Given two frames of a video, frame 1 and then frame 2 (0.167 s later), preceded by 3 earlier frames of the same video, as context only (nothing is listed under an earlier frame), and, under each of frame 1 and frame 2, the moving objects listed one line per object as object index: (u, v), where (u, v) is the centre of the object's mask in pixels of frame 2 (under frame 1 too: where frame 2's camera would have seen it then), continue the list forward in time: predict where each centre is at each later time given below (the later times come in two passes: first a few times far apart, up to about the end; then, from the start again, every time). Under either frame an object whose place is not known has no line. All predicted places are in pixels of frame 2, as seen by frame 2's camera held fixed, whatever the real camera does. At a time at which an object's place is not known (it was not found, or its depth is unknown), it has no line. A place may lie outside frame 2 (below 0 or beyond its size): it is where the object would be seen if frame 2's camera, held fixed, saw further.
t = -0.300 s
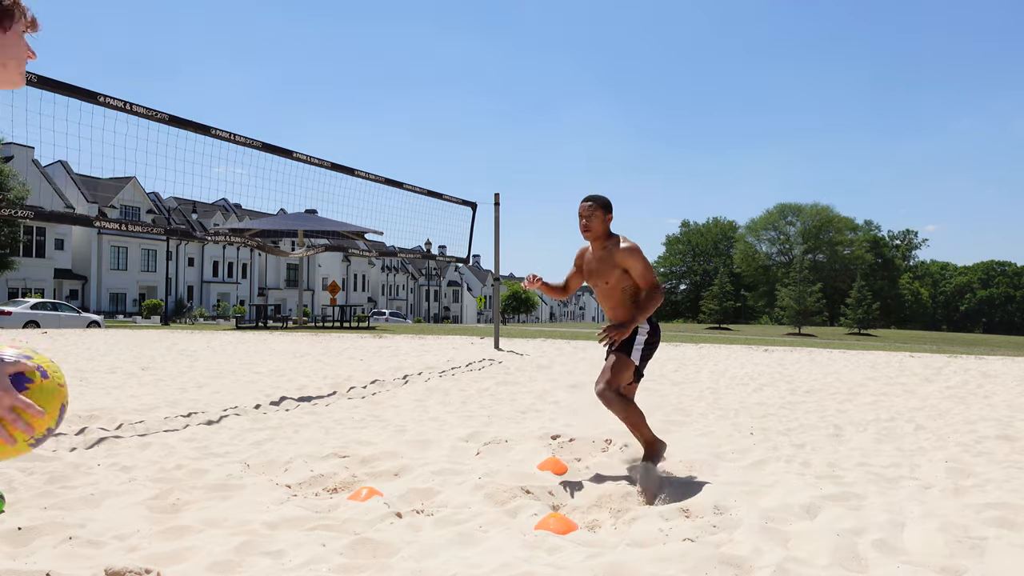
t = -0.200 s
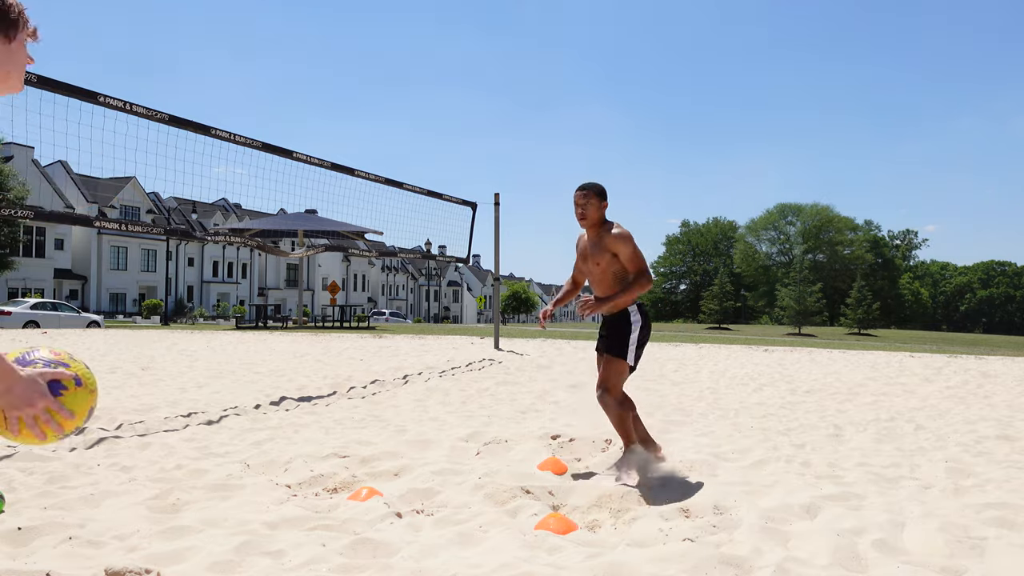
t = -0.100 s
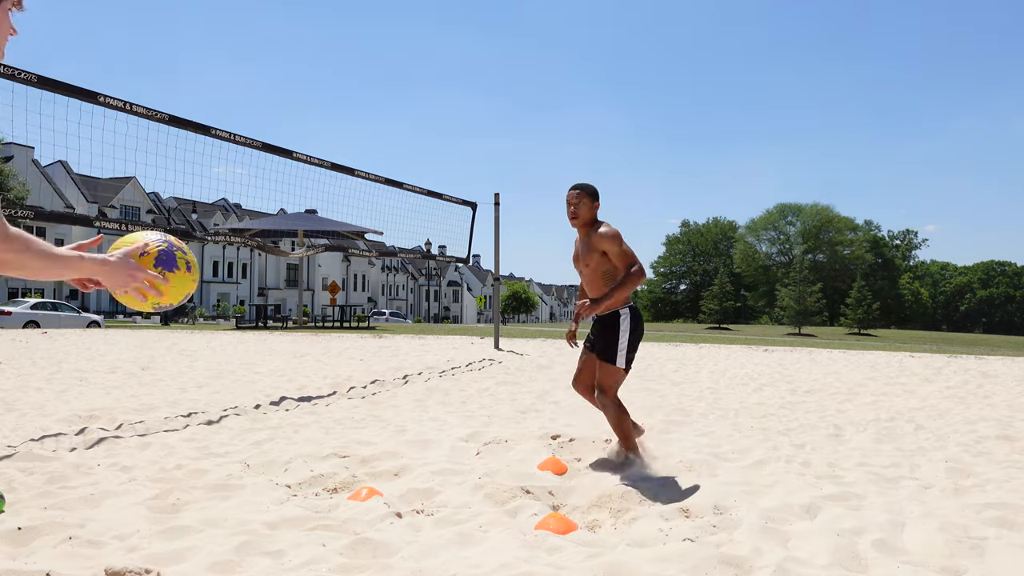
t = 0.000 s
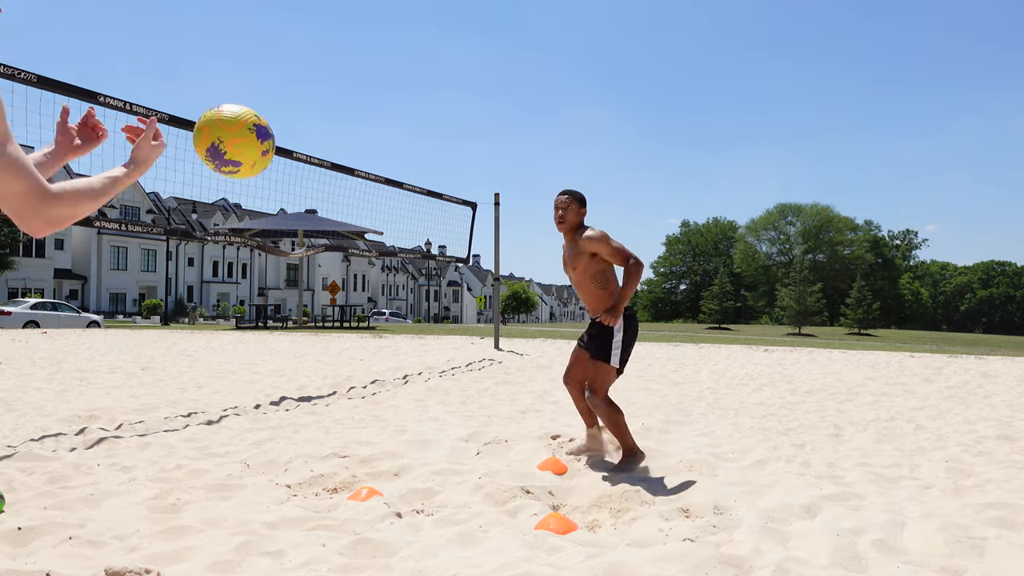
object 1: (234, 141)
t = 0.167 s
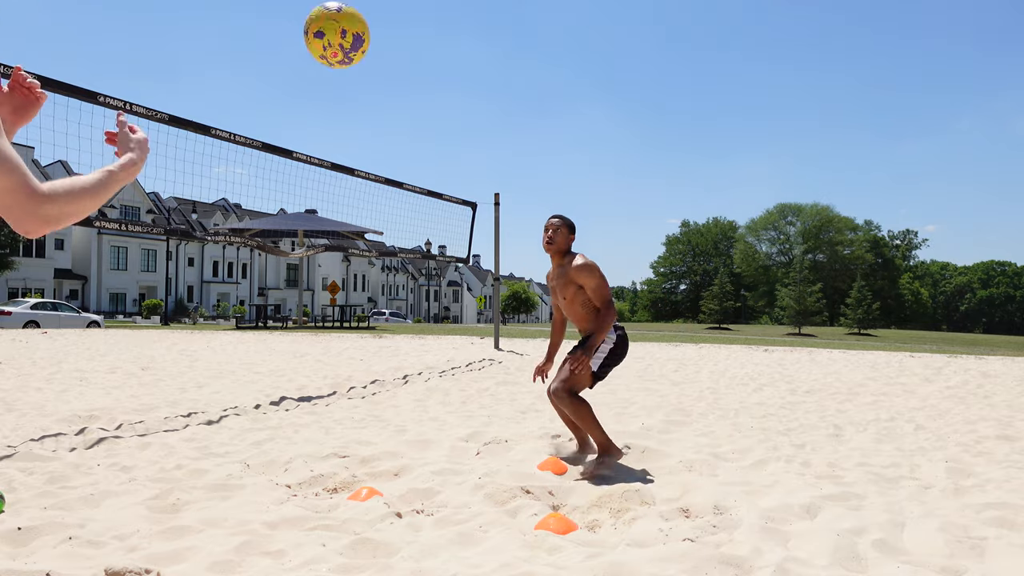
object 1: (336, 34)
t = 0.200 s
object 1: (353, 27)
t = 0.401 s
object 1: (430, 30)
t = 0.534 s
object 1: (471, 80)
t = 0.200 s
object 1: (353, 27)
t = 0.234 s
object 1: (368, 23)
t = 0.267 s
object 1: (382, 21)
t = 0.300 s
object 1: (395, 21)
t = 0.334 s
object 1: (407, 22)
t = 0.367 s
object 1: (419, 25)
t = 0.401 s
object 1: (430, 30)
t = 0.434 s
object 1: (441, 40)
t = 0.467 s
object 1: (451, 51)
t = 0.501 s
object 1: (461, 64)
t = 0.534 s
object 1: (471, 80)
